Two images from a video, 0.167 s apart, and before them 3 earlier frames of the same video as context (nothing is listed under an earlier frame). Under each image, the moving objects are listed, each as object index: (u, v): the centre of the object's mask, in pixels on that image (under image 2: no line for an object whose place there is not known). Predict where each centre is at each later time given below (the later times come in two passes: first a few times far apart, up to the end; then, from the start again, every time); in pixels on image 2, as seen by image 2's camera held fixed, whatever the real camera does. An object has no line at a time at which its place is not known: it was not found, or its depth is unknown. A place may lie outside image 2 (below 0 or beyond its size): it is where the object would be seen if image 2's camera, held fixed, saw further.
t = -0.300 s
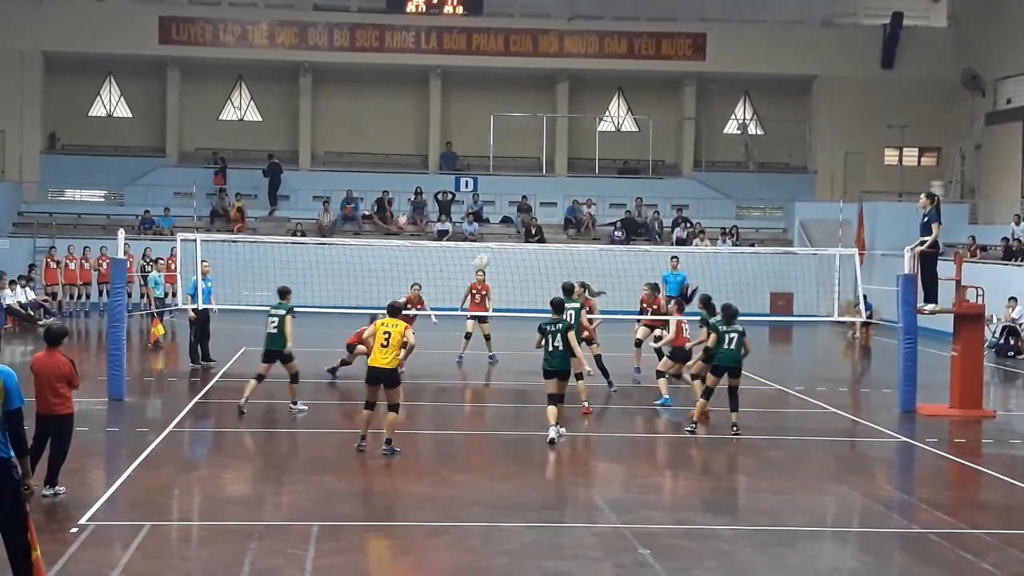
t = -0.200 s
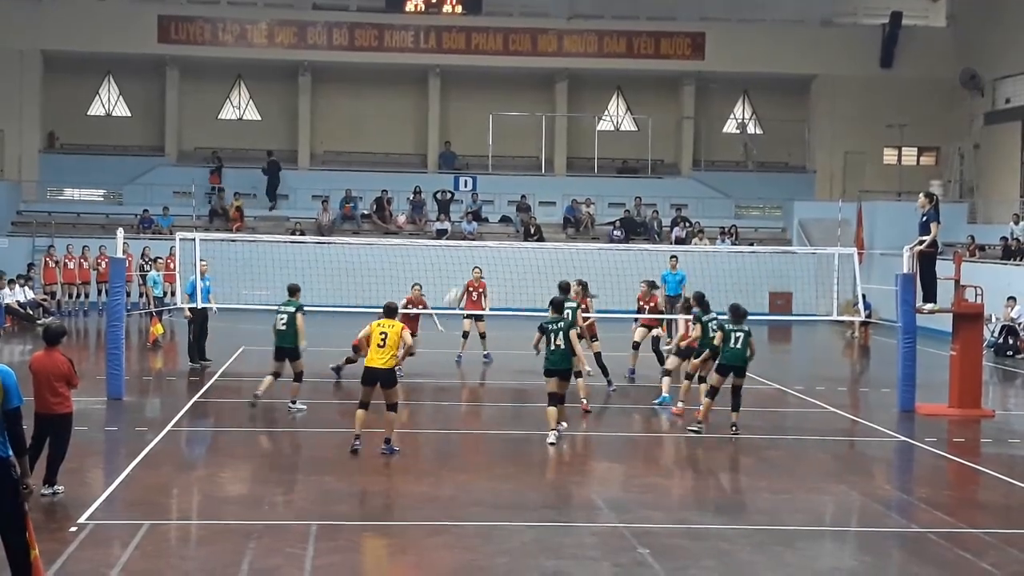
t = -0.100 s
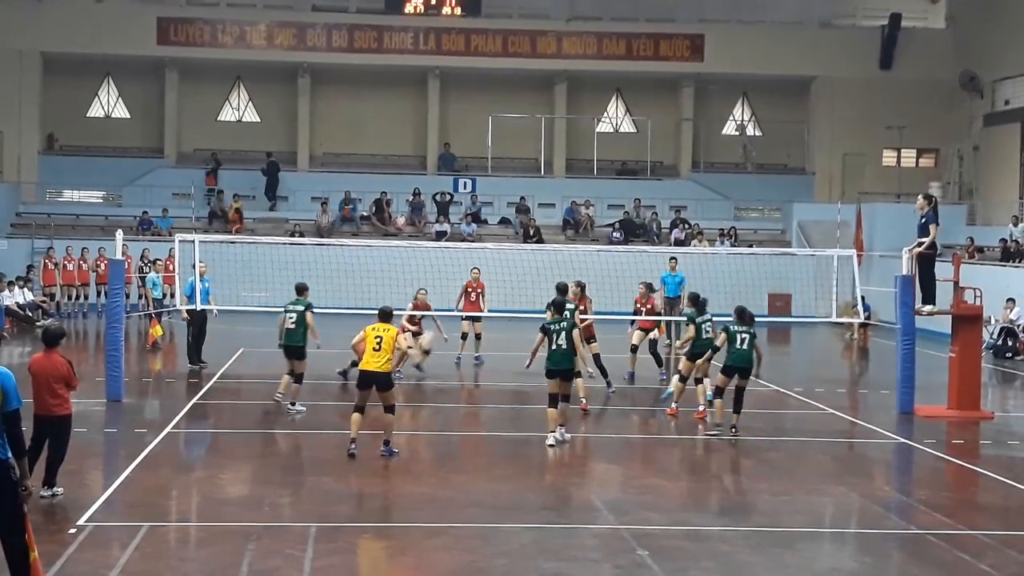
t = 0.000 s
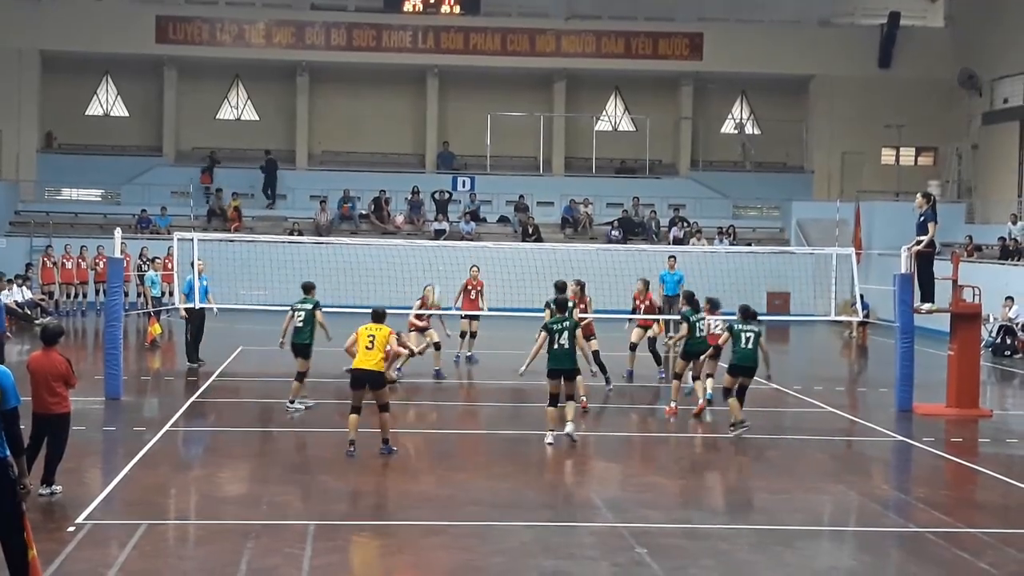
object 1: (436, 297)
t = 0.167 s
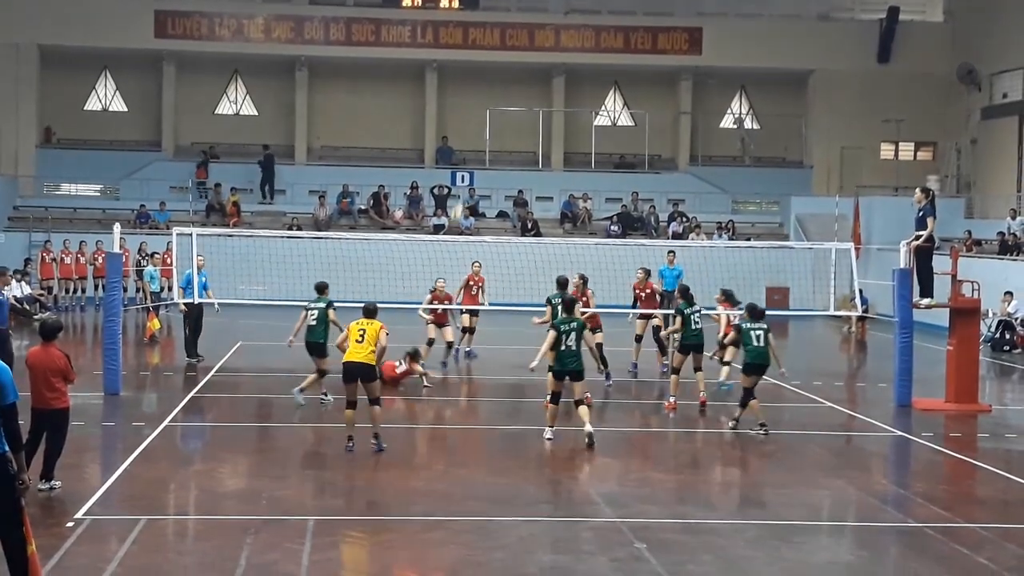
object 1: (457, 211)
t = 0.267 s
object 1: (472, 174)
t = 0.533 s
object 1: (504, 104)
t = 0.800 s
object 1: (533, 81)
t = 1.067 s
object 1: (561, 102)
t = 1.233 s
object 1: (577, 138)
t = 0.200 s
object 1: (462, 199)
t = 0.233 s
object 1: (466, 187)
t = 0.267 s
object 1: (472, 174)
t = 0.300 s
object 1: (477, 161)
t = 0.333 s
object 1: (479, 152)
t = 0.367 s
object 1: (484, 142)
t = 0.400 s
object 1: (488, 133)
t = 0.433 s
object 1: (492, 125)
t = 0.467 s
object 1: (496, 118)
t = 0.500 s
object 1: (500, 111)
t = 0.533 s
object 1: (504, 104)
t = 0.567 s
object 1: (508, 99)
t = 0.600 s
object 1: (512, 95)
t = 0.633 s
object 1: (515, 91)
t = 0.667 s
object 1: (519, 88)
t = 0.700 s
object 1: (523, 85)
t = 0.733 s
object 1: (526, 83)
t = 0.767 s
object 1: (530, 83)
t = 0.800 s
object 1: (533, 81)
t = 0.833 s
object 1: (537, 82)
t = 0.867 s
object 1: (540, 82)
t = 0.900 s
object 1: (544, 84)
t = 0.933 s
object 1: (547, 86)
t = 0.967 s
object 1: (551, 89)
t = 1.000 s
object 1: (554, 93)
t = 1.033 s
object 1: (557, 96)
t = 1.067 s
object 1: (561, 102)
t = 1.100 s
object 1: (564, 107)
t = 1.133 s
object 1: (567, 115)
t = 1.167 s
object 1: (571, 121)
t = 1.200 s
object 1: (574, 129)
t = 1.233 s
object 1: (577, 138)
